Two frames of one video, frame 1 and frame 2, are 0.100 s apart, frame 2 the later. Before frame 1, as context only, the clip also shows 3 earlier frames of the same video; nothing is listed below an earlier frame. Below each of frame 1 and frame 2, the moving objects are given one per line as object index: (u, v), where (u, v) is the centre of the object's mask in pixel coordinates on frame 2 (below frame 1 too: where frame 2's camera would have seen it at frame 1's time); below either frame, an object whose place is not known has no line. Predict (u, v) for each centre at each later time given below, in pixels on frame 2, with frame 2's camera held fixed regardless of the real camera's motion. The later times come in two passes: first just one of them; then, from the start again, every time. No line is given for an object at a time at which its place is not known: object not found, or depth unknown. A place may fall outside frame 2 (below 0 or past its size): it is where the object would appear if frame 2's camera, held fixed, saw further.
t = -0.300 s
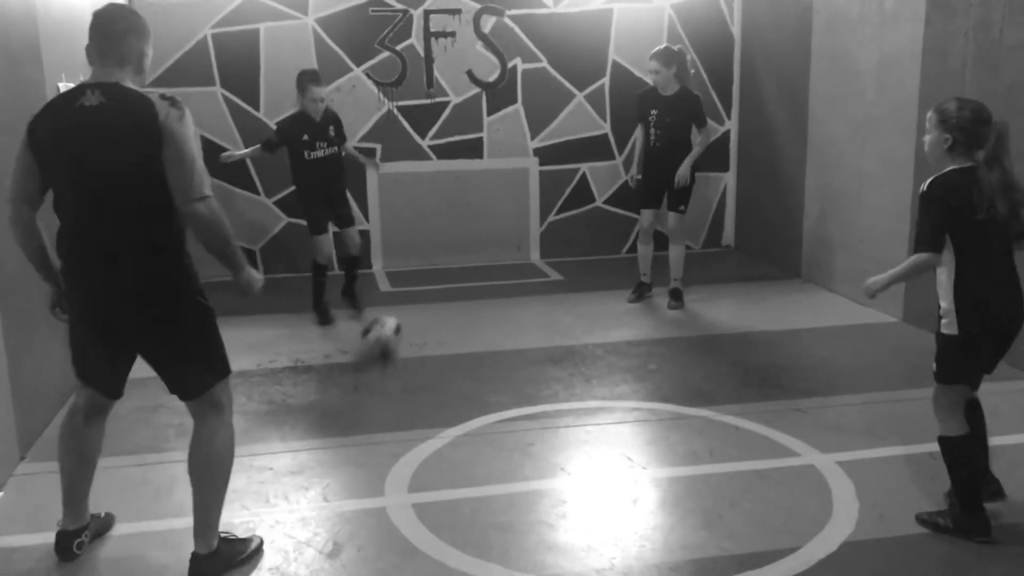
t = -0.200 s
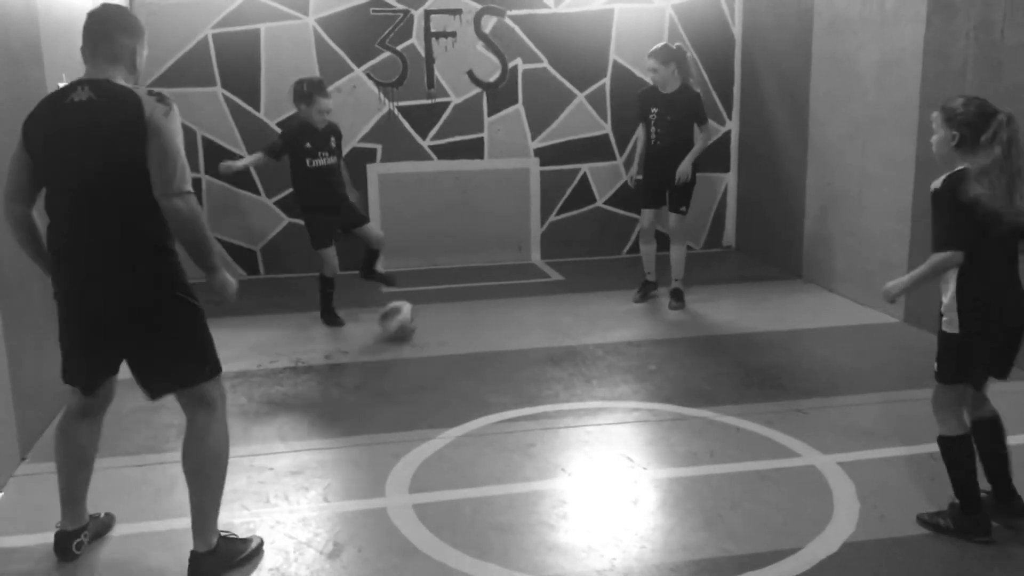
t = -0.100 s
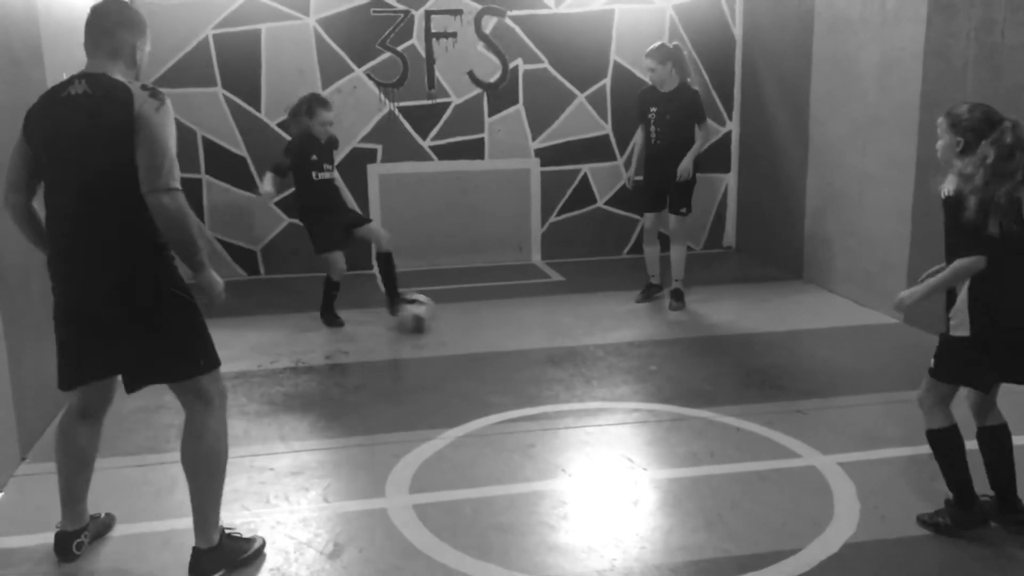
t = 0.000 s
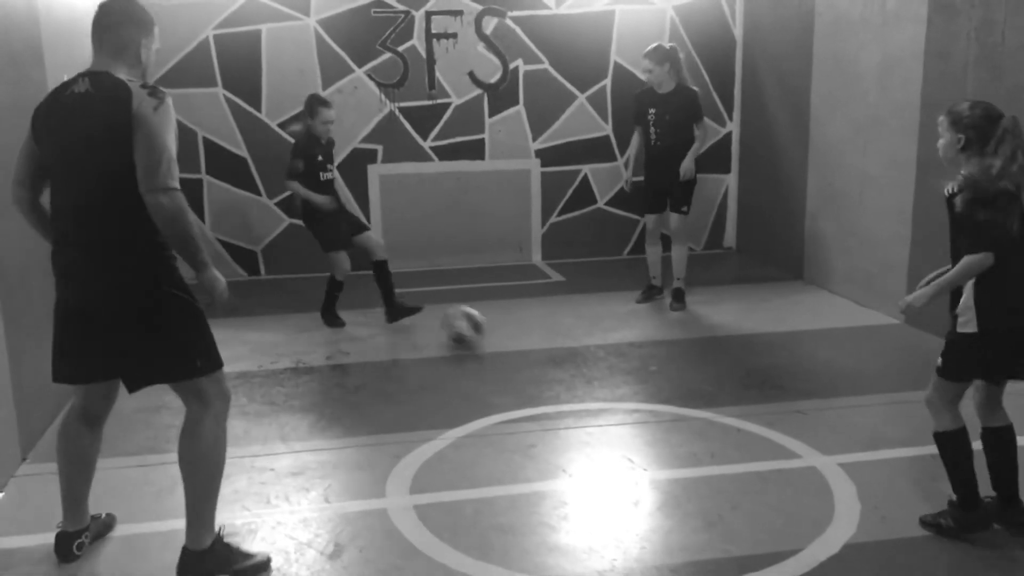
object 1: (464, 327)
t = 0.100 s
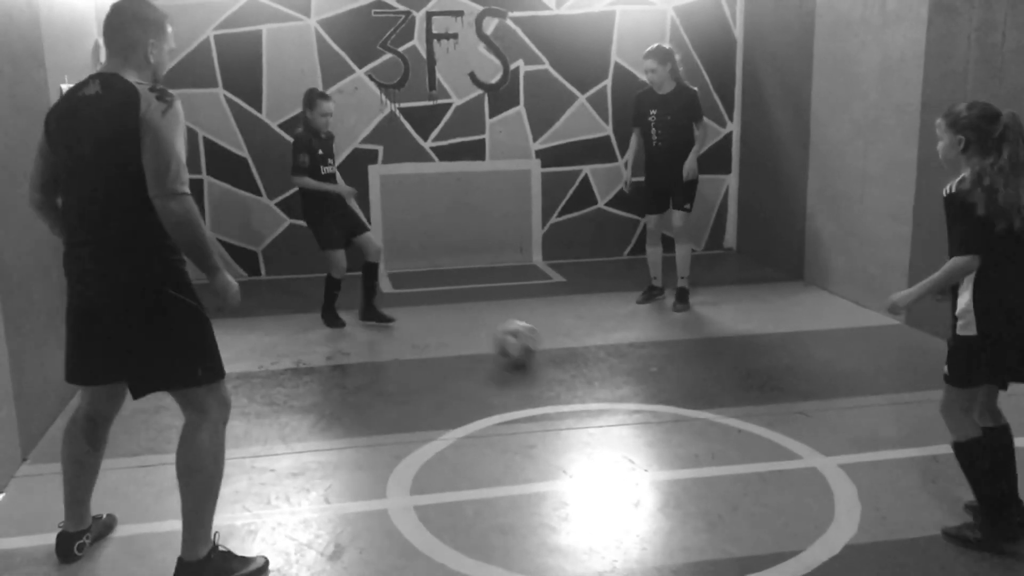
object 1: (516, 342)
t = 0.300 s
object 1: (631, 376)
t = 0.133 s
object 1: (534, 351)
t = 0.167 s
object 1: (555, 354)
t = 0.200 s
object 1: (574, 361)
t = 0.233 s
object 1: (592, 366)
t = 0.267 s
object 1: (611, 370)
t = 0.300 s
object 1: (631, 376)
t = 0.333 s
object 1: (651, 382)
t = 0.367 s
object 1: (666, 386)
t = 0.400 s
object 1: (691, 393)
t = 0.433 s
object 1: (710, 399)
